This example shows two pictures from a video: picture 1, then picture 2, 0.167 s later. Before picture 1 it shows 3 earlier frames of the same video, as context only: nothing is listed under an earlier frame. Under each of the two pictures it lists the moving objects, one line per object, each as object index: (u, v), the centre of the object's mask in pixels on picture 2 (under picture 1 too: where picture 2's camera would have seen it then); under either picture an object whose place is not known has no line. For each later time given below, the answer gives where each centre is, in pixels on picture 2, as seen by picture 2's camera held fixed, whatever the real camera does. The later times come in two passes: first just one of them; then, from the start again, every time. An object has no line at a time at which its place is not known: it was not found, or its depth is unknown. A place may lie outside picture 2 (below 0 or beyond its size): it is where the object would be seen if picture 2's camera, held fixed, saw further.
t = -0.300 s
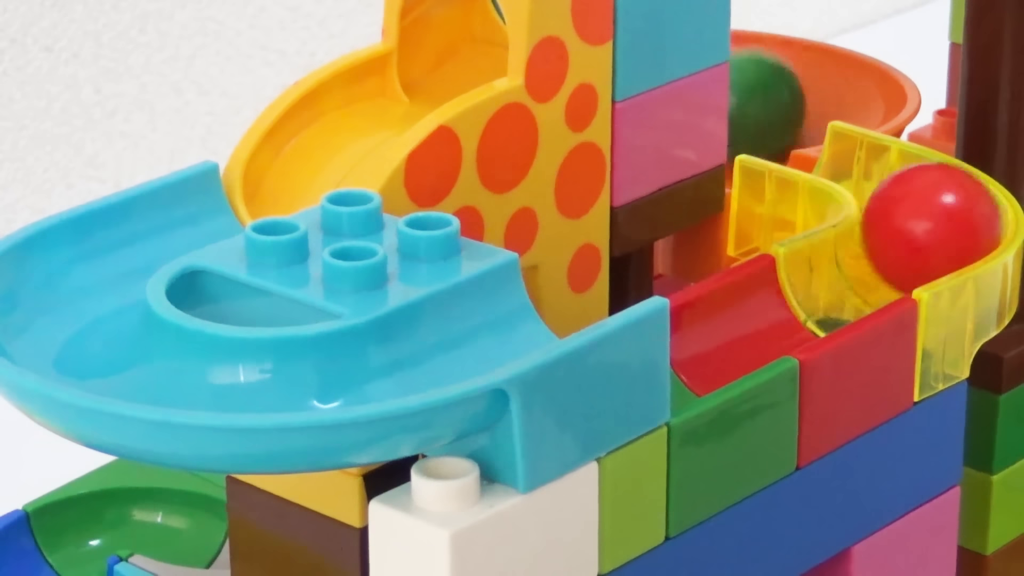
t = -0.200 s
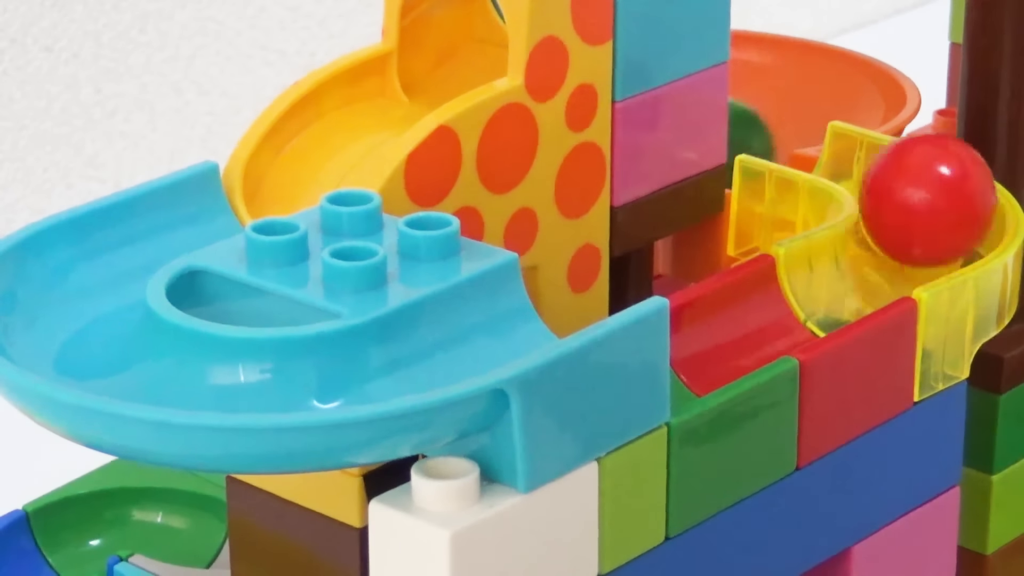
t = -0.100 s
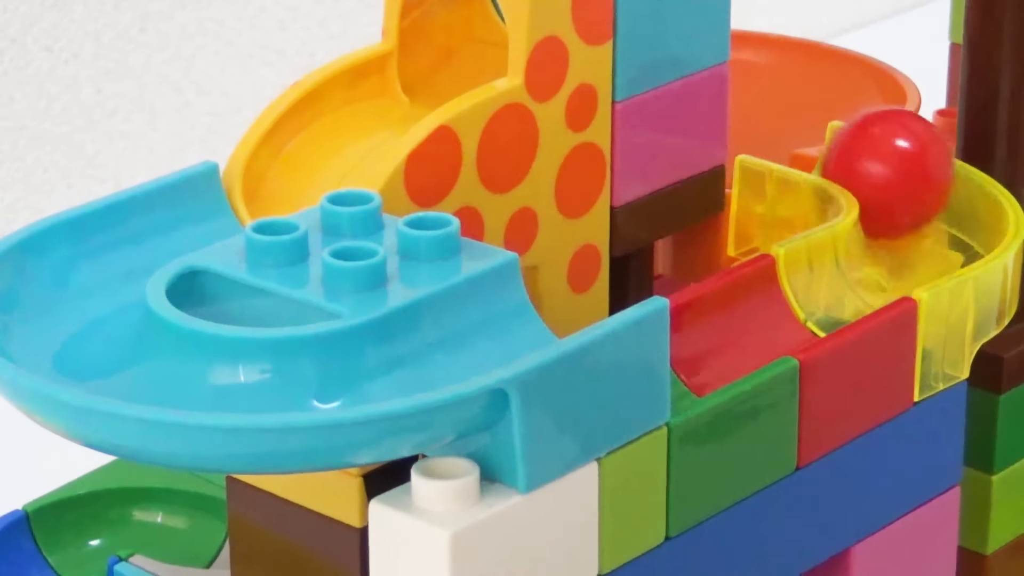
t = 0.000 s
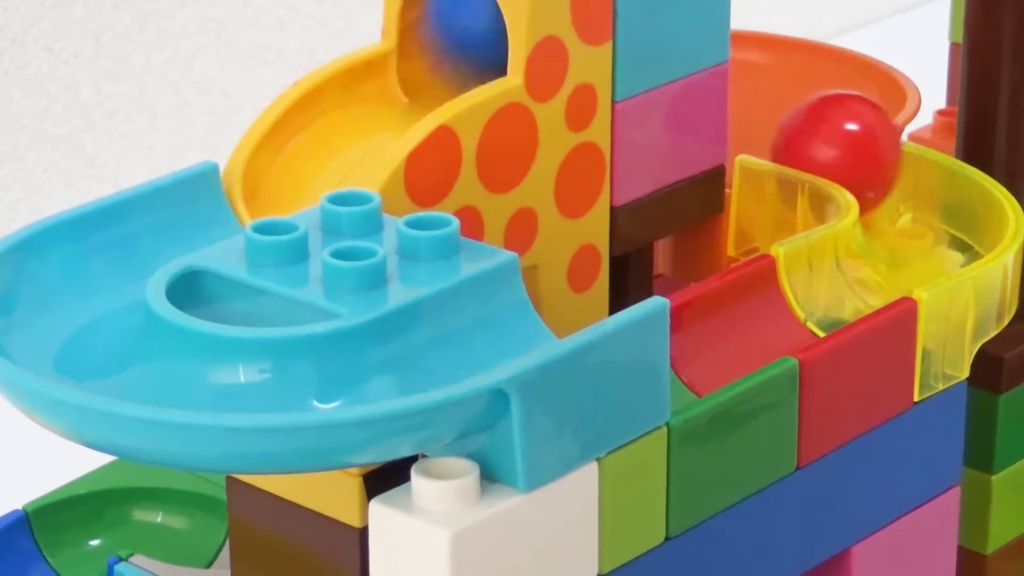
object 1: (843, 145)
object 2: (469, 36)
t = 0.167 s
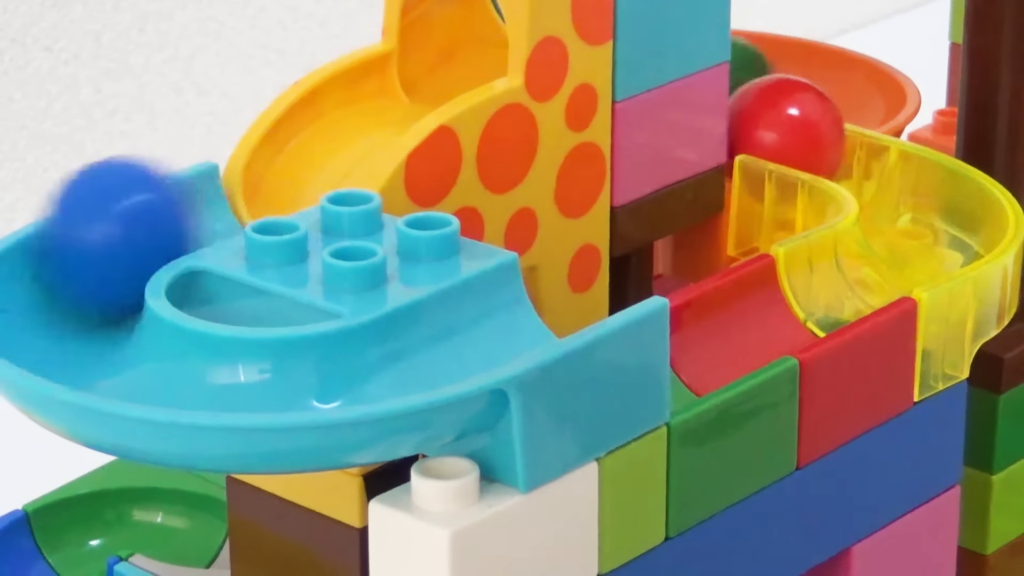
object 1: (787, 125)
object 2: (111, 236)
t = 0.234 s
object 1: (767, 128)
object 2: (64, 301)
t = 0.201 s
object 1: (779, 123)
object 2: (70, 272)
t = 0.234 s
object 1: (767, 128)
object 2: (64, 301)
